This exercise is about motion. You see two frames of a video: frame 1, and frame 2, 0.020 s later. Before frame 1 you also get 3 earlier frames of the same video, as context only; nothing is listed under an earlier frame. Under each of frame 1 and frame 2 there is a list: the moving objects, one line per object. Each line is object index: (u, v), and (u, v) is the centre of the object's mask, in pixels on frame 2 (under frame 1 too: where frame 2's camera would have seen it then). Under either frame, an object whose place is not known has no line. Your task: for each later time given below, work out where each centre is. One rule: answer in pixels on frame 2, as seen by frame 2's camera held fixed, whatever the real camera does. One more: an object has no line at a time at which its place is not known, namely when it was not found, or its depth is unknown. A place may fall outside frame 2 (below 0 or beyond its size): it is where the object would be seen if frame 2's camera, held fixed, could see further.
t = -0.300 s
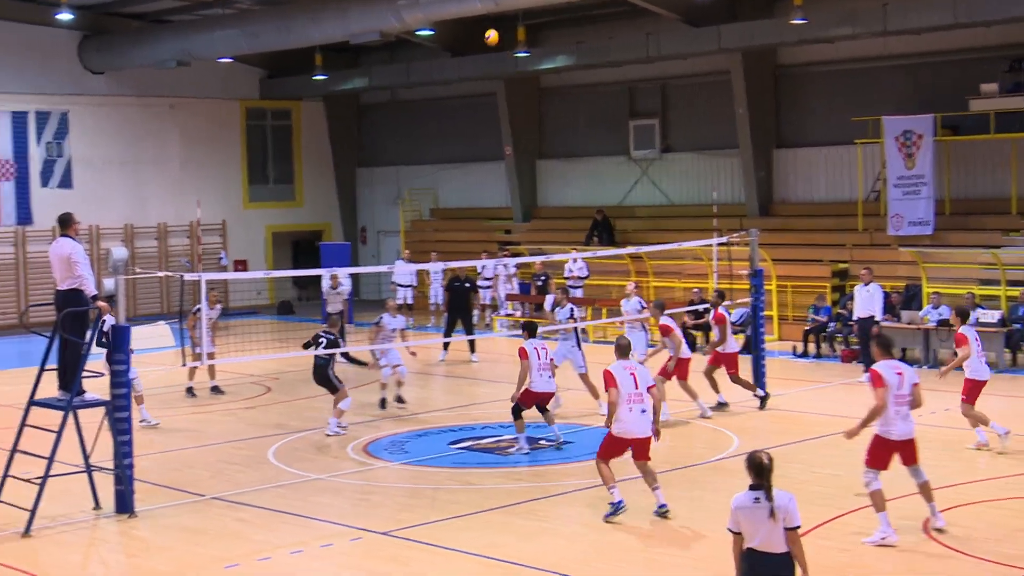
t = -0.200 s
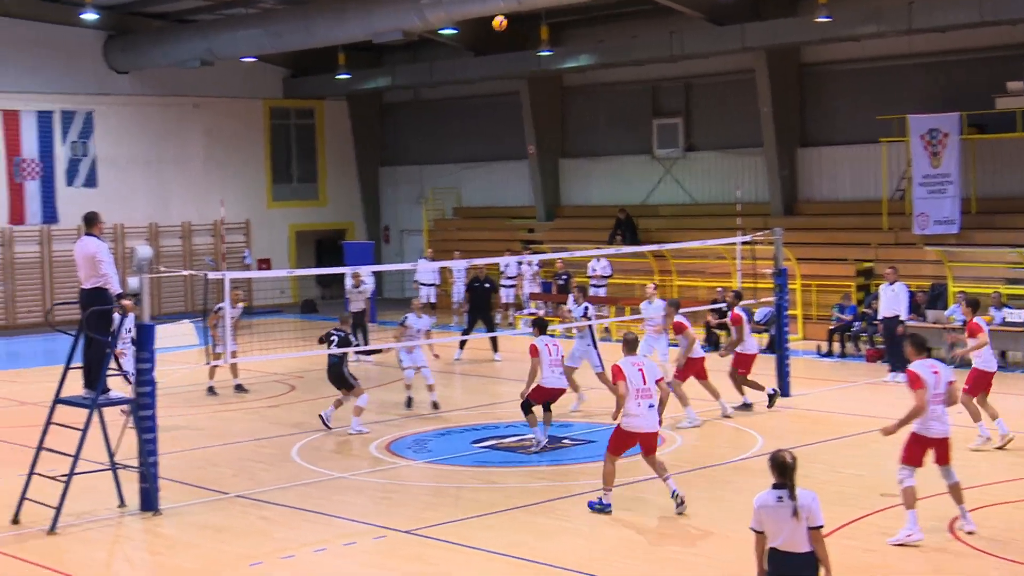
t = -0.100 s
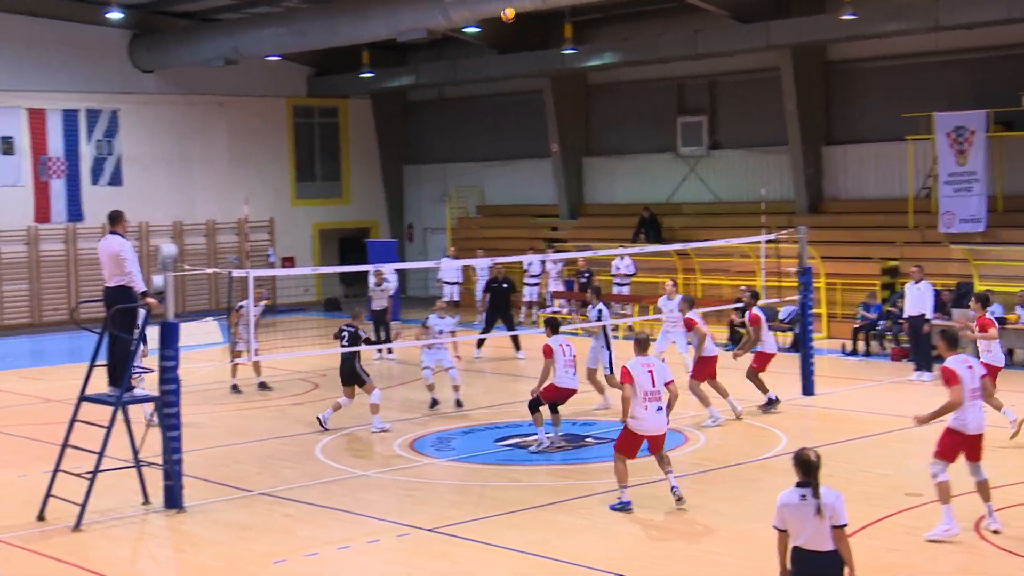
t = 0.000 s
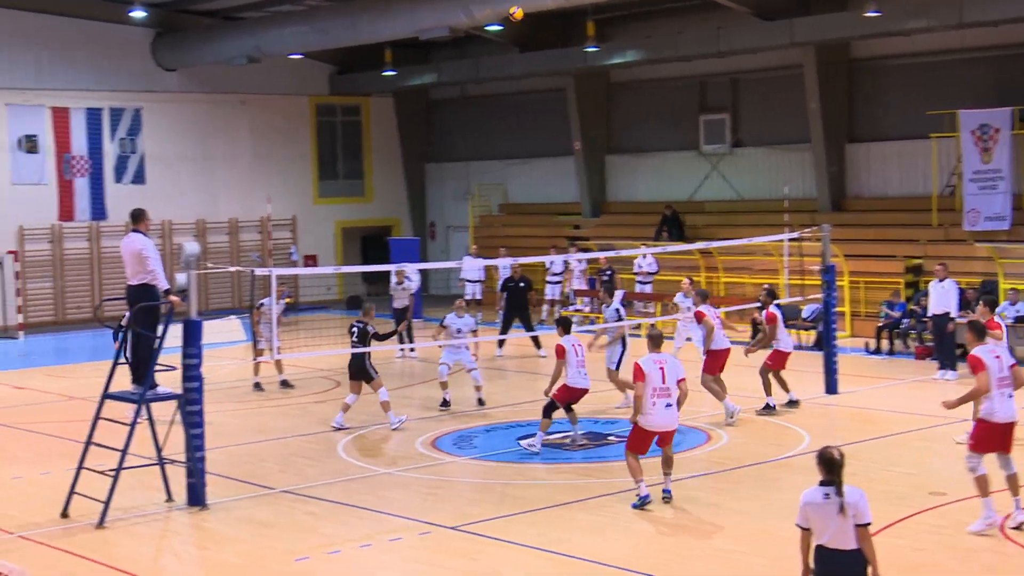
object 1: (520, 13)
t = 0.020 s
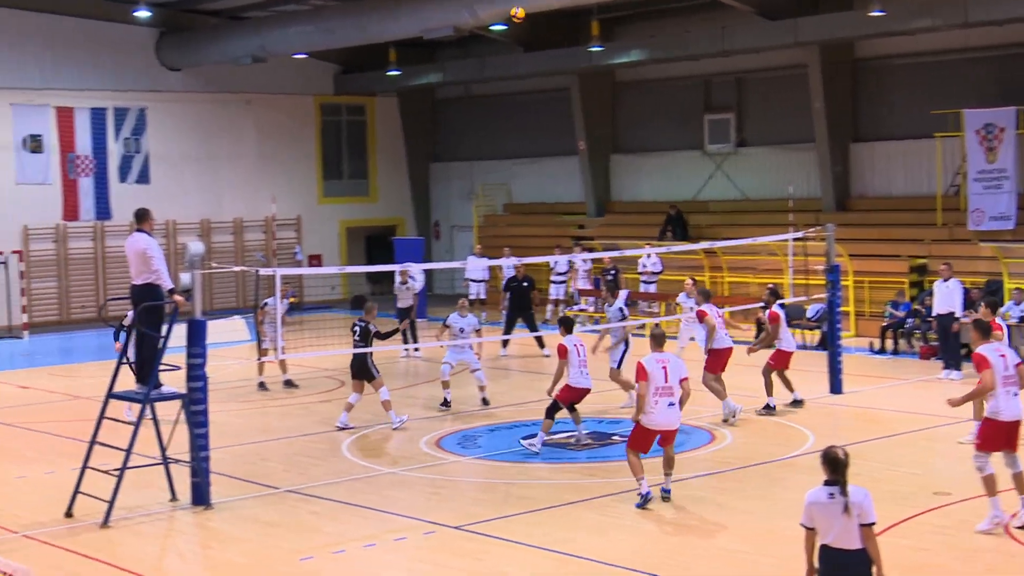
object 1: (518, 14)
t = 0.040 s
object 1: (515, 15)
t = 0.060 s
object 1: (513, 17)
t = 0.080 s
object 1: (510, 18)
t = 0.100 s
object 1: (508, 20)
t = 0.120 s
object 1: (505, 22)
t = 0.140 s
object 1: (503, 24)
